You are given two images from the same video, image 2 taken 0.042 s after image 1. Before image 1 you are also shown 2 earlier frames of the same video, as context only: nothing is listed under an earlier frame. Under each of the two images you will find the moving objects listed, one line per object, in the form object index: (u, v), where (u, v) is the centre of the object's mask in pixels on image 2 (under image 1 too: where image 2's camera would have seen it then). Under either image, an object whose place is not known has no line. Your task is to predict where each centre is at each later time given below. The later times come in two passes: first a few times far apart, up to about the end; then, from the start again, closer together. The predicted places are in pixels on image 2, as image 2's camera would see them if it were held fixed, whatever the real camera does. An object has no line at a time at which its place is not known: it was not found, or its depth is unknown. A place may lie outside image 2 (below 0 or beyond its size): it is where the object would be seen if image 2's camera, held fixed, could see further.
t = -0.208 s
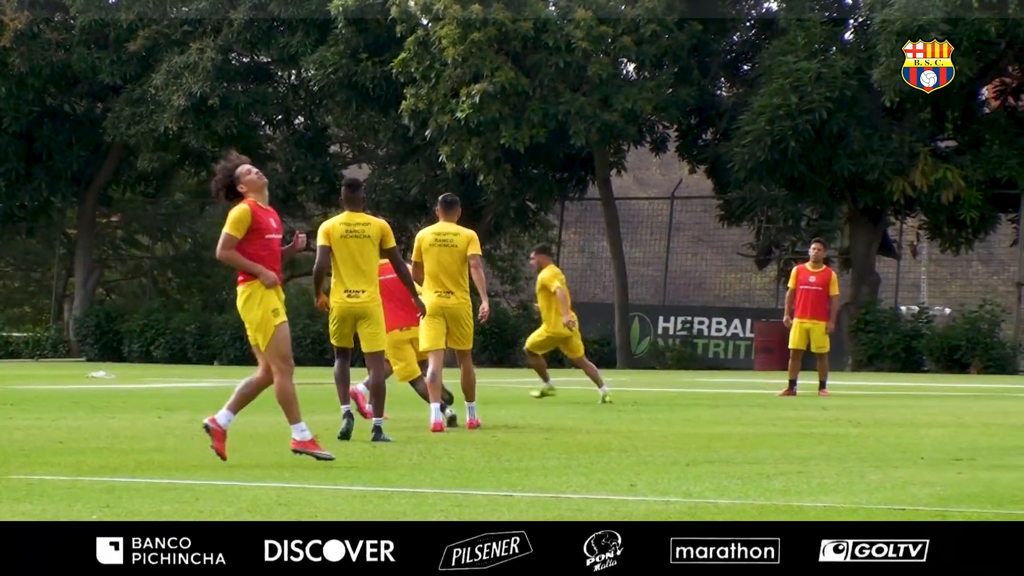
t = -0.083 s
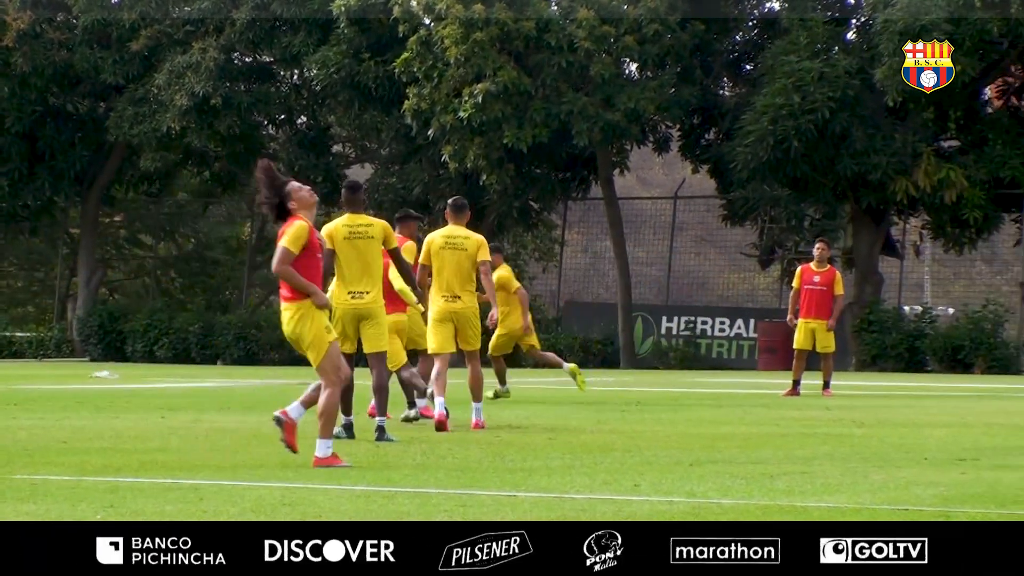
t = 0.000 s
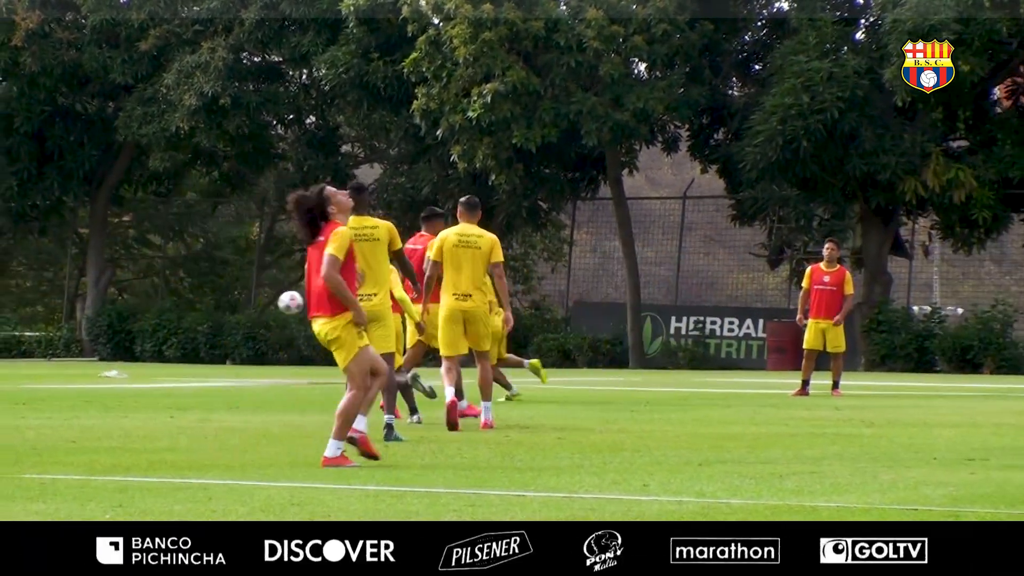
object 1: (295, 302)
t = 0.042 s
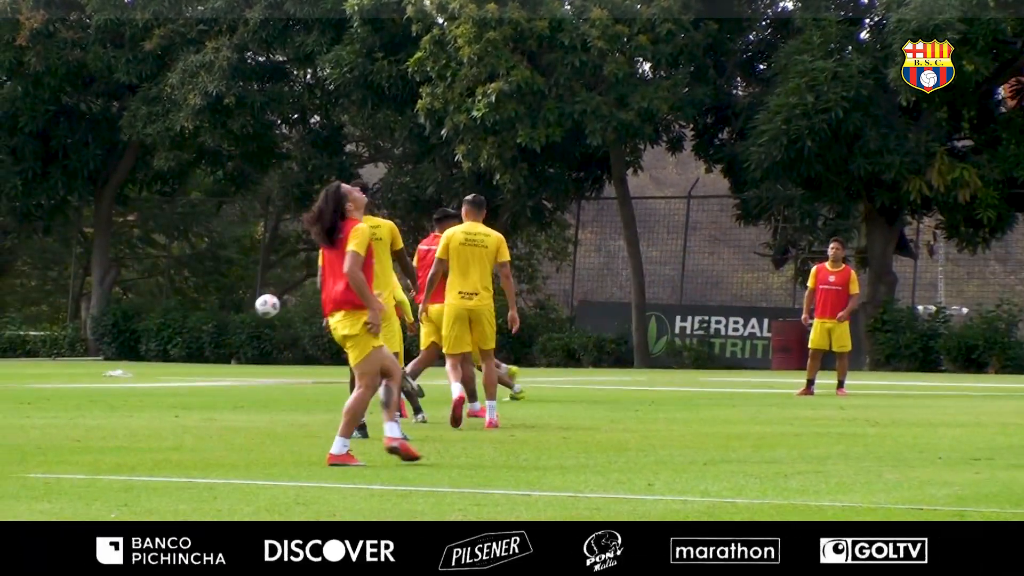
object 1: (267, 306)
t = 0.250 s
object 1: (115, 358)
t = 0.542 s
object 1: (-13, 358)
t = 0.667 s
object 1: (-54, 355)
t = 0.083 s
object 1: (240, 311)
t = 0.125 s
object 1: (212, 319)
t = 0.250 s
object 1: (115, 358)
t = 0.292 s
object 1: (88, 373)
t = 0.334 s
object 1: (60, 390)
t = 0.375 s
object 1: (44, 384)
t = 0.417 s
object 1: (31, 375)
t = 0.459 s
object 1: (16, 368)
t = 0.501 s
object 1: (2, 363)
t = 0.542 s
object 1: (-13, 358)
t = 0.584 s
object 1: (-26, 355)
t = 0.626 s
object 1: (-41, 355)
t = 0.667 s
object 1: (-54, 355)
